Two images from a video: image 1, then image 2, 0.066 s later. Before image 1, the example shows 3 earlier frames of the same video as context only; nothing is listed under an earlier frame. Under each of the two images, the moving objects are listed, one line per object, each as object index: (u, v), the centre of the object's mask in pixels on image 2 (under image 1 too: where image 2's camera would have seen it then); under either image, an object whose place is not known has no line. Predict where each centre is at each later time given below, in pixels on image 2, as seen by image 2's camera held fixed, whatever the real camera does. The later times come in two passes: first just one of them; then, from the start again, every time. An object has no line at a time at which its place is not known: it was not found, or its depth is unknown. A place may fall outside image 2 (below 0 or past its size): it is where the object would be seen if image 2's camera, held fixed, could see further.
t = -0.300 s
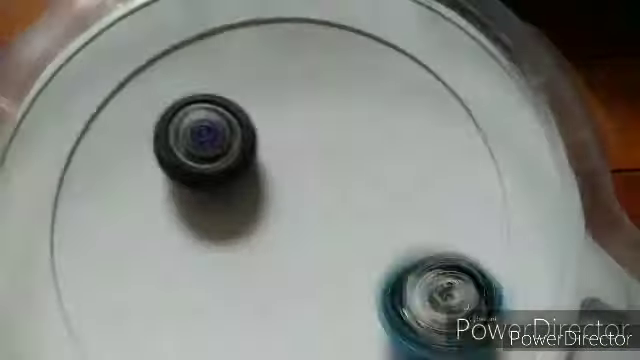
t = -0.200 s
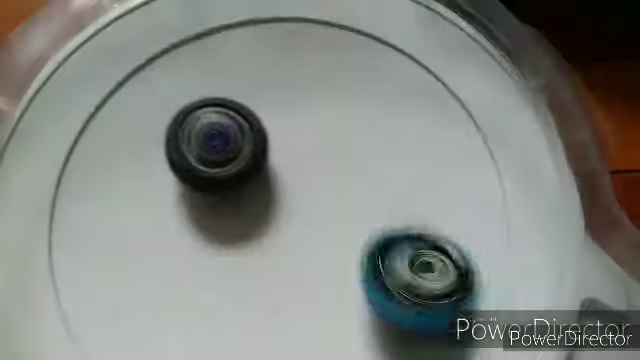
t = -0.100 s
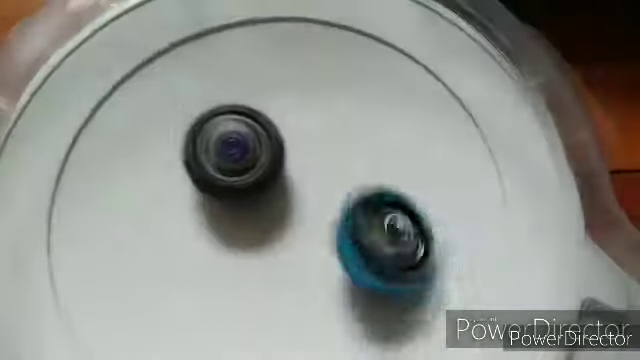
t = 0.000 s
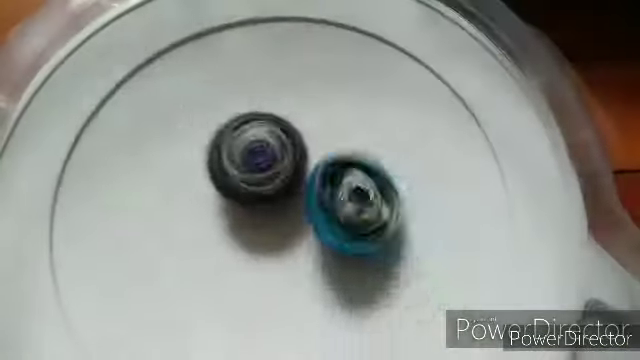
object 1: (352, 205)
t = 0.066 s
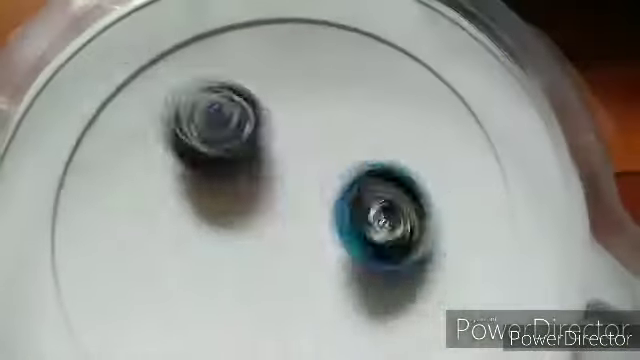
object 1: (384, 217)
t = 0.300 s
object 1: (382, 233)
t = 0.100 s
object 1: (393, 223)
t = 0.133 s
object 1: (400, 223)
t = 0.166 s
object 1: (404, 228)
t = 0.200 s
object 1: (402, 229)
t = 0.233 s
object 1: (401, 237)
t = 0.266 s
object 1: (394, 234)
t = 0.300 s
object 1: (382, 233)
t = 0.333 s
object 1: (371, 220)
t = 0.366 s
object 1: (359, 217)
